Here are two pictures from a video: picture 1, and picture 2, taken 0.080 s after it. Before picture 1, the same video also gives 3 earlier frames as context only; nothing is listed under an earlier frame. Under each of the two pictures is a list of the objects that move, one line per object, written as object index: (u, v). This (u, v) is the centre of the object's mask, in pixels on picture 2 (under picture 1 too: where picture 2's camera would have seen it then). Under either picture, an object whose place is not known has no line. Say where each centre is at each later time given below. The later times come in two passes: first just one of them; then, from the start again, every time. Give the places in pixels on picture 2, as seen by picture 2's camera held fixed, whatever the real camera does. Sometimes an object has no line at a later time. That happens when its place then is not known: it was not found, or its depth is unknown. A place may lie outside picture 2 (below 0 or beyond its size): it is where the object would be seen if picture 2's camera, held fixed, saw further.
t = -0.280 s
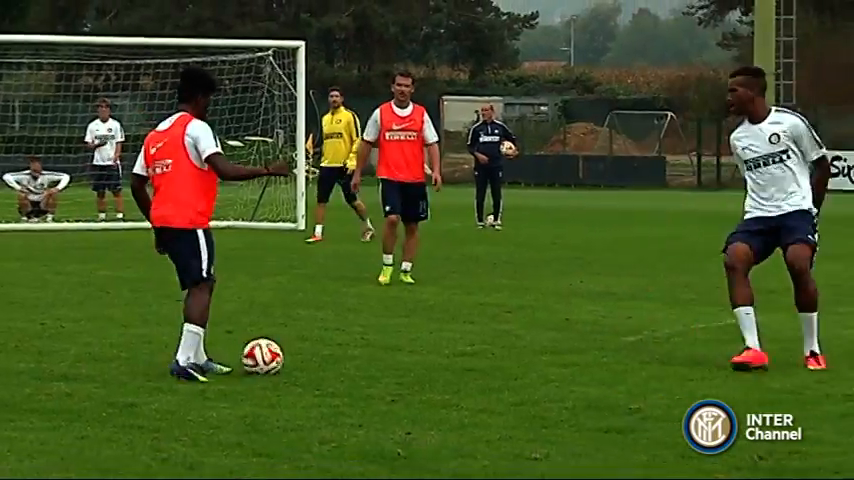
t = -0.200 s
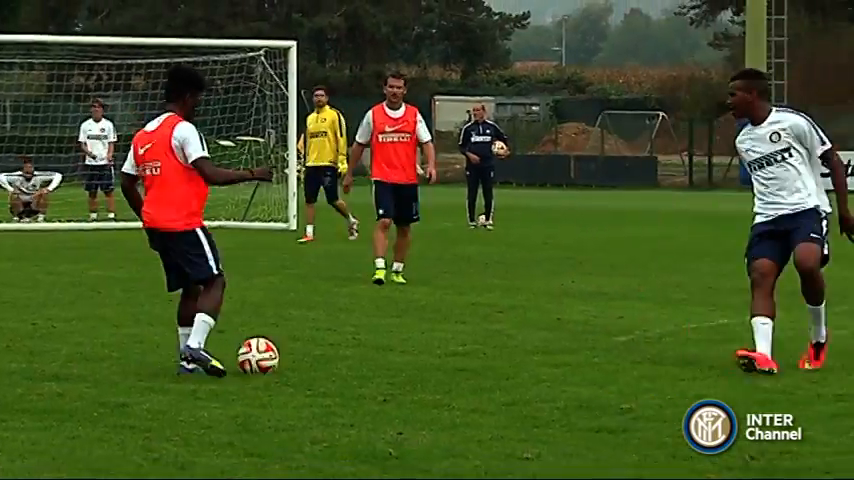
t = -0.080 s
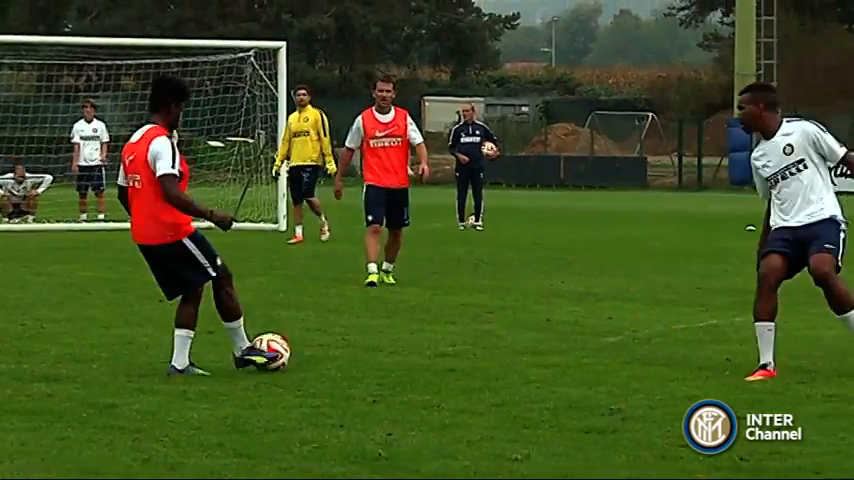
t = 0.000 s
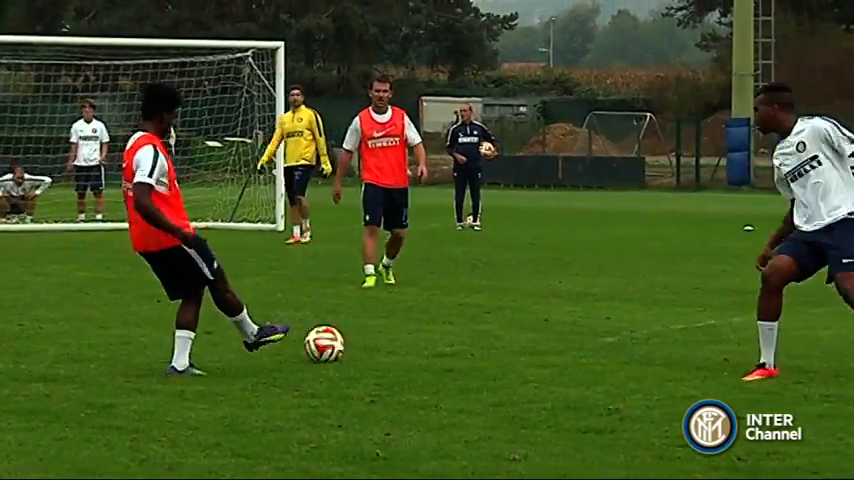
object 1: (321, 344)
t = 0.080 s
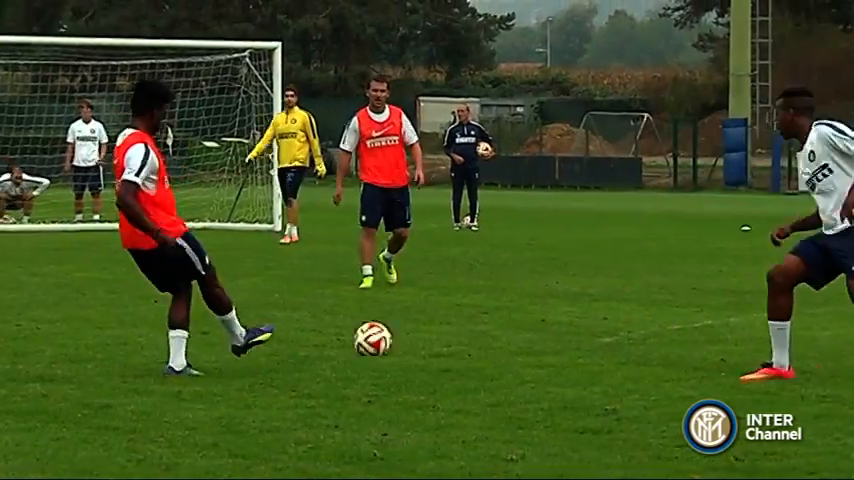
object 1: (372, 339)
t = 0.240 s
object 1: (457, 325)
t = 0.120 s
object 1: (395, 336)
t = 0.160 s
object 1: (419, 333)
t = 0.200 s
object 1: (439, 331)
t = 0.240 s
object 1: (457, 325)
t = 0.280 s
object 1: (475, 322)
